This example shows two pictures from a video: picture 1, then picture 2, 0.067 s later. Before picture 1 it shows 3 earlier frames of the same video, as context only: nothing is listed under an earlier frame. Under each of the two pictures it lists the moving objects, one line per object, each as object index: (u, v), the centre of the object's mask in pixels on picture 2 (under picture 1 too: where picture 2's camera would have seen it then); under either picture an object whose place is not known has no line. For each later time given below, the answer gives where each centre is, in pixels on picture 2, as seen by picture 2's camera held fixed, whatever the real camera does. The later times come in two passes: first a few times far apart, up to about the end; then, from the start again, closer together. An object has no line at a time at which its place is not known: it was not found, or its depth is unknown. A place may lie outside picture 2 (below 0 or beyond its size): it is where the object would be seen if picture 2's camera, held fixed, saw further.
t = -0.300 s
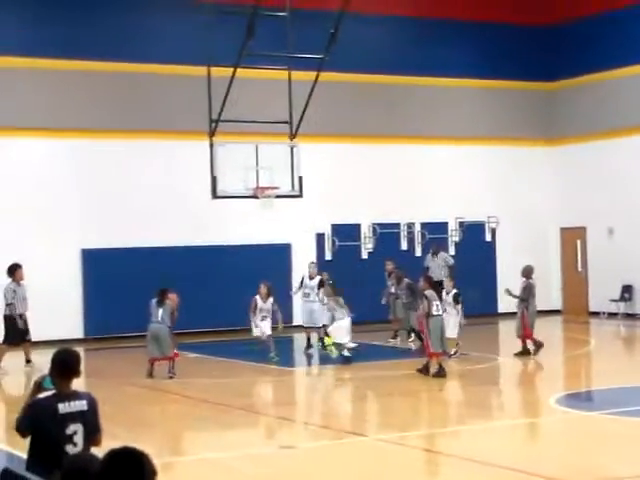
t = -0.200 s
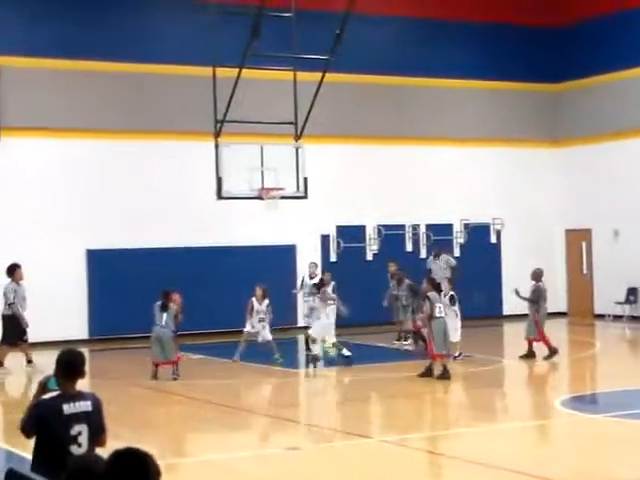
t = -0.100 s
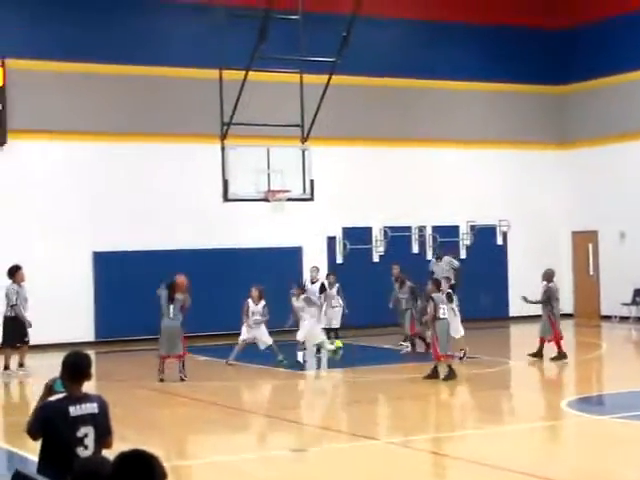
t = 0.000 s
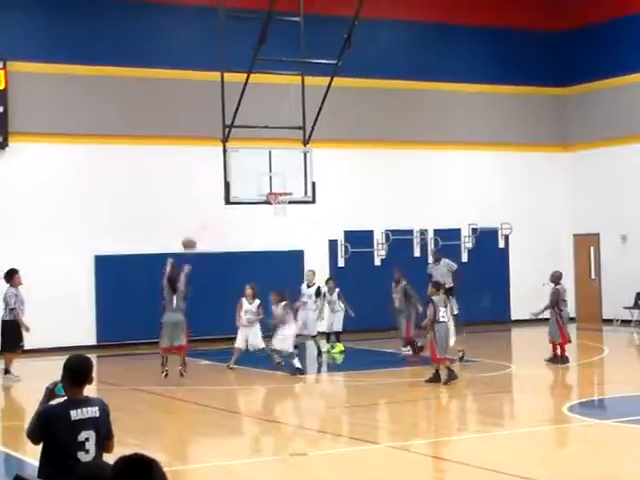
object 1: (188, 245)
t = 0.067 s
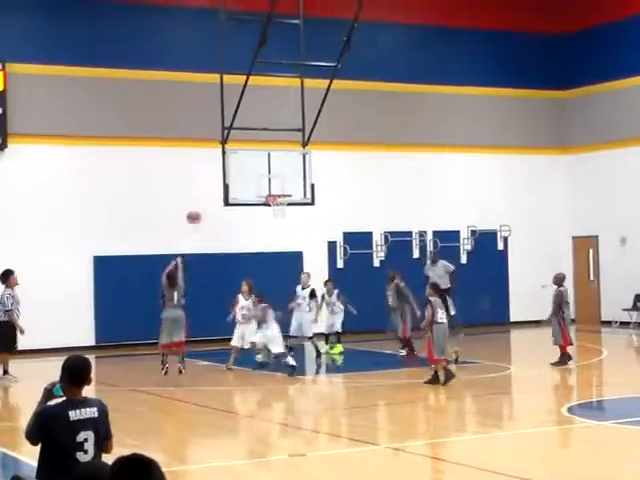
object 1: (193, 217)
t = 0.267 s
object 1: (209, 153)
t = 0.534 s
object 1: (230, 114)
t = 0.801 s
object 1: (248, 110)
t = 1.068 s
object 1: (270, 149)
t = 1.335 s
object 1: (285, 206)
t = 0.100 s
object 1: (196, 203)
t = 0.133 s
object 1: (199, 192)
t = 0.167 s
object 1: (202, 181)
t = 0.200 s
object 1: (204, 172)
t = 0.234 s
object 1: (207, 162)
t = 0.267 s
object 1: (209, 153)
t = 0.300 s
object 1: (213, 147)
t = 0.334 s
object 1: (215, 142)
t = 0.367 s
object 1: (218, 136)
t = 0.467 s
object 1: (226, 119)
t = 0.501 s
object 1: (227, 118)
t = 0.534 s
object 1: (230, 114)
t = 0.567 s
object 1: (233, 111)
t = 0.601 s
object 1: (239, 108)
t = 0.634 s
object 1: (240, 107)
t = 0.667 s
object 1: (240, 107)
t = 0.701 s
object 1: (241, 107)
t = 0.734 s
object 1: (245, 108)
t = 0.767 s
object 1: (247, 109)
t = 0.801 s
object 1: (248, 110)
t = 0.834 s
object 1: (254, 116)
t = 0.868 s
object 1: (256, 119)
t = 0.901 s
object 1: (258, 122)
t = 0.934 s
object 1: (259, 123)
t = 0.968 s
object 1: (262, 134)
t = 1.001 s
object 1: (264, 136)
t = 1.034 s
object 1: (268, 144)
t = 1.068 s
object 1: (270, 149)
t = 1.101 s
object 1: (272, 156)
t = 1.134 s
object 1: (274, 163)
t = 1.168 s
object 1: (276, 171)
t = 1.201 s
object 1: (279, 179)
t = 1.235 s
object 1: (281, 188)
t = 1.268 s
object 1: (283, 199)
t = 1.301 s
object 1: (284, 204)
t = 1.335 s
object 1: (285, 206)
